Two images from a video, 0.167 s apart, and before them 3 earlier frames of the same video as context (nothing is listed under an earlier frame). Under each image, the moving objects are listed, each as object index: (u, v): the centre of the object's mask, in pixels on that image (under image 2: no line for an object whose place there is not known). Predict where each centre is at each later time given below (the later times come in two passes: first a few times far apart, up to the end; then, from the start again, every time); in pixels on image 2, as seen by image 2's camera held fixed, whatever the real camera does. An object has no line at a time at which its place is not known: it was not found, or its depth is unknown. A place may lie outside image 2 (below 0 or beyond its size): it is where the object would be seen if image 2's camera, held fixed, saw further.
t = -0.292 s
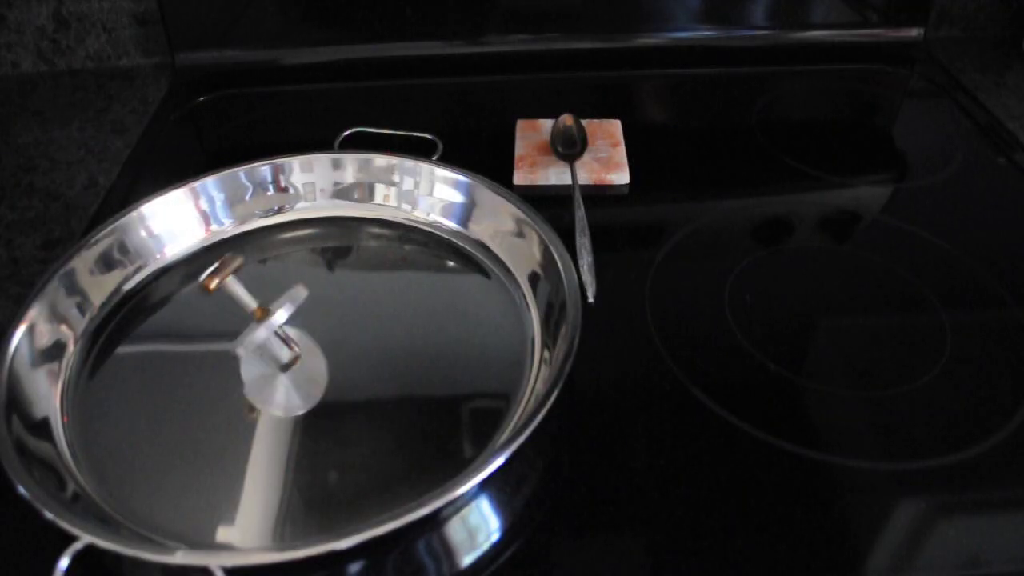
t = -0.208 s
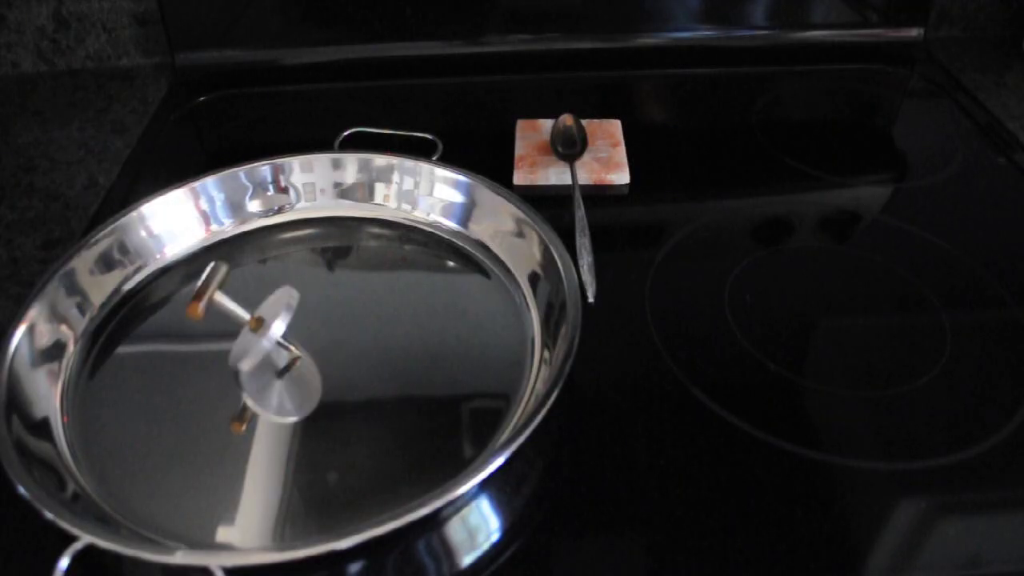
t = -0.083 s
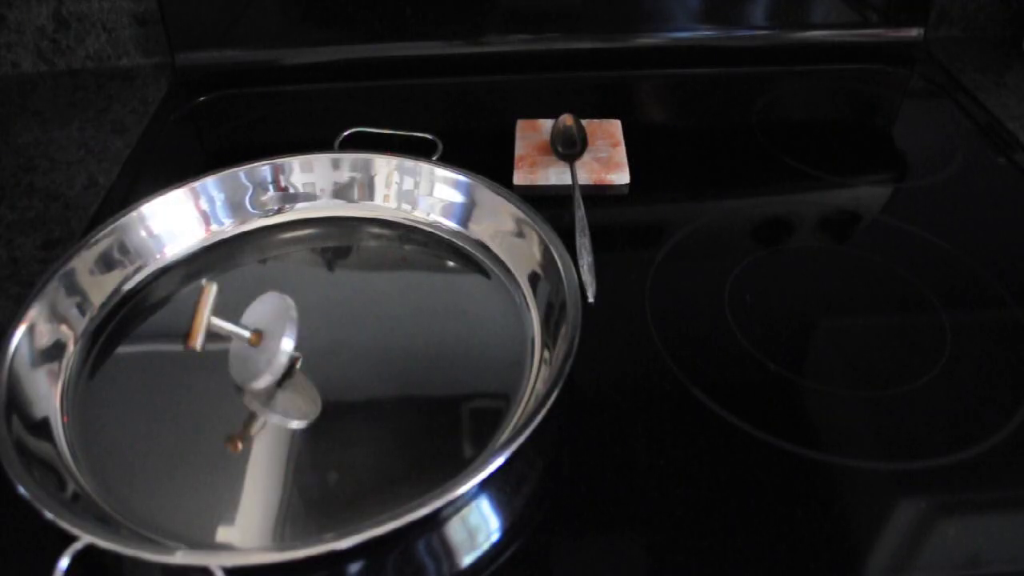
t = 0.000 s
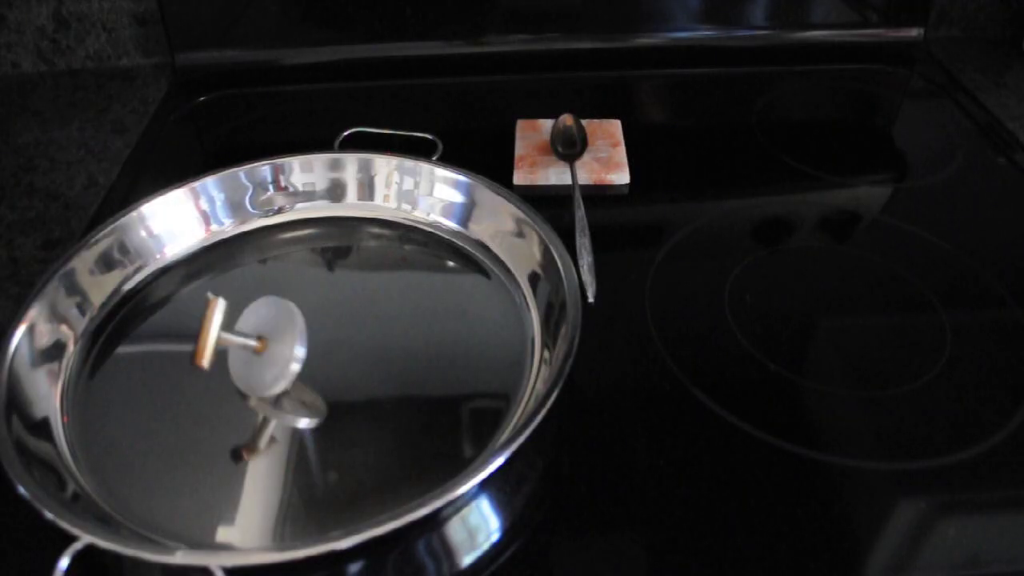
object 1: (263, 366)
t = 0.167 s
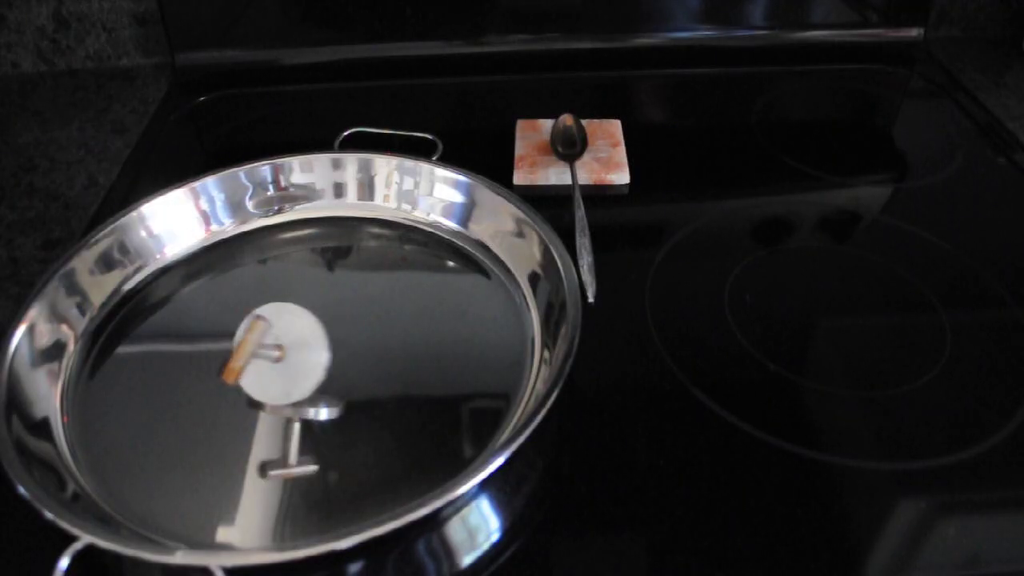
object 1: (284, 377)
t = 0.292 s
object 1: (298, 378)
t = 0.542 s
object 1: (323, 369)
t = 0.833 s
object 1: (338, 351)
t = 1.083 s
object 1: (337, 338)
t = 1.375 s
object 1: (308, 331)
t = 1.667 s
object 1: (275, 347)
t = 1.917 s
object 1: (263, 364)
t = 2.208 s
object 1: (277, 372)
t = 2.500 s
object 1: (309, 370)
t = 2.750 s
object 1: (336, 356)
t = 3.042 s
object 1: (335, 338)
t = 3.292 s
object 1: (313, 332)
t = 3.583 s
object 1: (287, 340)
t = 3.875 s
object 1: (263, 352)
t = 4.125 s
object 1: (265, 371)
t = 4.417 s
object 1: (304, 374)
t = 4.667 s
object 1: (328, 358)
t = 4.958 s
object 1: (339, 342)
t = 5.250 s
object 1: (331, 339)
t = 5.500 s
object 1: (314, 338)
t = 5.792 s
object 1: (281, 341)
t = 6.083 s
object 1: (260, 362)
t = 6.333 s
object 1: (281, 377)
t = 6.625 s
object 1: (312, 374)
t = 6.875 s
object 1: (331, 363)
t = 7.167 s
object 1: (339, 342)
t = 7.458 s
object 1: (321, 332)
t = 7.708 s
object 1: (290, 339)
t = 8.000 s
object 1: (266, 357)
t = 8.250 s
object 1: (262, 364)
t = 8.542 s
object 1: (290, 374)
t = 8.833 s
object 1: (326, 365)
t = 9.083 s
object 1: (340, 346)
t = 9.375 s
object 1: (327, 335)
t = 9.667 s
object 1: (302, 335)
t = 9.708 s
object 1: (299, 335)
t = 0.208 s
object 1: (289, 378)
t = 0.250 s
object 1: (293, 379)
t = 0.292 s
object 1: (298, 378)
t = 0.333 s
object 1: (303, 376)
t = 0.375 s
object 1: (307, 375)
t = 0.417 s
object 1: (312, 374)
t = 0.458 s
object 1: (316, 372)
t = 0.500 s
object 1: (319, 370)
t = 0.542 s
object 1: (323, 369)
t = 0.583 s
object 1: (326, 366)
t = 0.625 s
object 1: (329, 364)
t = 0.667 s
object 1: (331, 362)
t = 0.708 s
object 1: (333, 360)
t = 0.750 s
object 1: (335, 358)
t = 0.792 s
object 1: (336, 355)
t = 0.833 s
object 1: (338, 351)
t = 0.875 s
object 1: (339, 348)
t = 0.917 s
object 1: (339, 346)
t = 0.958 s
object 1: (339, 345)
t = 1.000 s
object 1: (339, 343)
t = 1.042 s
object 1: (338, 340)
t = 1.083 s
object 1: (337, 338)
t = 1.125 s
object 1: (334, 336)
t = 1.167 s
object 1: (331, 335)
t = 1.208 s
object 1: (328, 334)
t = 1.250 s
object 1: (324, 333)
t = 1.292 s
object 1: (319, 332)
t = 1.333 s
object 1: (314, 331)
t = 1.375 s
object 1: (308, 331)
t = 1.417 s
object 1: (302, 332)
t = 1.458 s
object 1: (297, 336)
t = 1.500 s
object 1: (292, 339)
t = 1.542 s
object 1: (287, 341)
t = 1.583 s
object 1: (282, 342)
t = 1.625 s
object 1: (278, 344)
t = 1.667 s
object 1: (275, 347)
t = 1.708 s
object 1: (272, 351)
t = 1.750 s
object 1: (270, 355)
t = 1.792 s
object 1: (267, 358)
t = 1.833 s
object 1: (265, 361)
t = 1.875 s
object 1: (264, 363)
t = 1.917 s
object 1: (263, 364)
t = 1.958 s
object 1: (263, 365)
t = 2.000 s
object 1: (263, 368)
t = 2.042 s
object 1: (264, 368)
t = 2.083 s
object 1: (266, 369)
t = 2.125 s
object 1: (269, 370)
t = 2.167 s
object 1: (273, 371)
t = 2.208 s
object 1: (277, 372)
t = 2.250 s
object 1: (281, 371)
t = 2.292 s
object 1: (286, 372)
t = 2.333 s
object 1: (290, 372)
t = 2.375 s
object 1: (294, 372)
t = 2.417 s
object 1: (298, 371)
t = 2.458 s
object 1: (303, 371)
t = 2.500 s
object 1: (309, 370)
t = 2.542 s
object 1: (314, 370)
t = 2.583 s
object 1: (320, 367)
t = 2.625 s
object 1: (325, 365)
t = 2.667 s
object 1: (329, 362)
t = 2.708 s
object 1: (333, 359)
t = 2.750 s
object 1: (336, 356)
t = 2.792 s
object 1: (338, 353)
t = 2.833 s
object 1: (339, 350)
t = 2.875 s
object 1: (339, 347)
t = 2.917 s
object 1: (339, 345)
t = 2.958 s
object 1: (338, 343)
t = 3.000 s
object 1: (337, 341)
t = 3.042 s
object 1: (335, 338)
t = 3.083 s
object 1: (331, 337)
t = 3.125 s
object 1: (328, 335)
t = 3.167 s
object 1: (324, 335)
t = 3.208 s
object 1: (321, 334)
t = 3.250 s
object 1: (317, 334)
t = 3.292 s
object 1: (313, 332)
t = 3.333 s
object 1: (309, 333)
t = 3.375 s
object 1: (305, 333)
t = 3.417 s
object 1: (301, 334)
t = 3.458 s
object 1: (297, 335)
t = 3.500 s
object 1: (294, 337)
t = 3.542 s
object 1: (290, 339)
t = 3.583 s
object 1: (287, 340)
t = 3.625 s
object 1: (283, 341)
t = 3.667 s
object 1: (279, 342)
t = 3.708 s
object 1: (276, 344)
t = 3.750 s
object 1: (272, 345)
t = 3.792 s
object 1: (269, 348)
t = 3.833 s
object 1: (266, 350)
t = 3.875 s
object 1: (263, 352)
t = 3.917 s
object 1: (261, 356)
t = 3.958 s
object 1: (261, 360)
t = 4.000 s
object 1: (261, 364)
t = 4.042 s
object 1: (261, 367)
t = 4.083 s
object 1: (263, 370)
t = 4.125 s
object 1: (265, 371)
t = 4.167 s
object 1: (269, 372)
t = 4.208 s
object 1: (274, 375)
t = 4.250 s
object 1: (280, 375)
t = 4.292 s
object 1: (286, 377)
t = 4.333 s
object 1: (292, 377)
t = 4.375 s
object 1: (298, 375)
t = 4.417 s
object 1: (304, 374)
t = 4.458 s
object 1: (309, 372)
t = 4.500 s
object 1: (315, 369)
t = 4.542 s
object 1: (319, 367)
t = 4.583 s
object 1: (322, 364)
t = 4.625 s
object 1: (325, 361)
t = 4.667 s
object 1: (328, 358)
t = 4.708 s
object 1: (331, 354)
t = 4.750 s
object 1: (334, 351)
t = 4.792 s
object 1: (336, 349)
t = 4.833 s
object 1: (338, 346)
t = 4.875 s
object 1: (339, 345)
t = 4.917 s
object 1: (340, 343)
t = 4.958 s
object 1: (339, 342)
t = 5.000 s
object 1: (339, 342)
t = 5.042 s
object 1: (338, 341)
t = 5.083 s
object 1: (337, 340)
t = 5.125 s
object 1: (336, 340)
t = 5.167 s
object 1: (334, 340)
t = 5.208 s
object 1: (333, 340)
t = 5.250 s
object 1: (331, 339)
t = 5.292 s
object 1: (328, 339)
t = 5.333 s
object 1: (326, 339)
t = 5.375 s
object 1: (323, 339)
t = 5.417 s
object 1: (320, 340)
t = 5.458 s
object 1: (317, 339)
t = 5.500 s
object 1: (314, 338)
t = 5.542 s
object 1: (311, 338)
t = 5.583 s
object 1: (306, 337)
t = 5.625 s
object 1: (301, 336)
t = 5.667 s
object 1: (297, 337)
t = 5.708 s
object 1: (292, 339)
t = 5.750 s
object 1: (287, 341)
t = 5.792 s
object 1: (281, 341)
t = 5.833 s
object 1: (277, 344)
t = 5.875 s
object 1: (271, 346)
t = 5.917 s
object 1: (267, 349)
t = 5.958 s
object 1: (263, 353)
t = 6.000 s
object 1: (260, 356)
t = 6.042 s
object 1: (260, 358)
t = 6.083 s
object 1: (260, 362)
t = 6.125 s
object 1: (261, 366)
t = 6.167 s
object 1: (262, 368)
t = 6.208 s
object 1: (265, 368)
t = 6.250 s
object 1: (270, 373)
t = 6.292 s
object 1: (275, 375)
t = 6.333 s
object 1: (281, 377)
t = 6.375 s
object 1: (286, 378)
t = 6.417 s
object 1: (290, 378)
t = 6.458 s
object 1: (295, 379)
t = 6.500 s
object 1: (299, 378)
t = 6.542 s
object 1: (303, 377)
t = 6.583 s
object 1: (308, 376)
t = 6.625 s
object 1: (312, 374)
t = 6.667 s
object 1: (315, 373)
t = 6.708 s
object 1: (319, 371)
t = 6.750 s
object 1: (322, 369)
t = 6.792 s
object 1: (325, 367)
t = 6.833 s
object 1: (328, 365)
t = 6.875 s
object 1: (331, 363)
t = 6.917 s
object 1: (333, 361)
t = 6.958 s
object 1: (335, 357)
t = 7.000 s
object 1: (336, 353)
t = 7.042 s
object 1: (337, 349)
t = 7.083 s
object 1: (338, 346)
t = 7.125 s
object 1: (339, 343)
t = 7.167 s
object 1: (339, 342)
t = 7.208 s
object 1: (338, 340)
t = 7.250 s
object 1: (337, 338)
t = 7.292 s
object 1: (335, 337)
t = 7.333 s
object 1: (333, 336)
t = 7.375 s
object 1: (330, 335)
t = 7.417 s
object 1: (325, 334)
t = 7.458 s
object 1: (321, 332)
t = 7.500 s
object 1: (316, 332)
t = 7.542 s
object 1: (310, 332)
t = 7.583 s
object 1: (305, 336)
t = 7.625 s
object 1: (300, 337)
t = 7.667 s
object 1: (295, 337)
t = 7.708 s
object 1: (290, 339)
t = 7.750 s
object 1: (286, 342)
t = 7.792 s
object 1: (282, 346)
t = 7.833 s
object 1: (279, 349)
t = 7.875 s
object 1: (276, 351)
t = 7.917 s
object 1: (272, 353)
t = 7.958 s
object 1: (269, 355)
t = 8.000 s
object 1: (266, 357)
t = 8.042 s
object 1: (264, 359)
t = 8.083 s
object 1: (262, 360)
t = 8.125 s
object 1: (261, 362)
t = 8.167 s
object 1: (261, 363)
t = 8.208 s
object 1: (262, 365)
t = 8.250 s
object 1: (262, 364)
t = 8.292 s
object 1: (264, 366)
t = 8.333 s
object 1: (267, 367)
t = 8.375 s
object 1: (271, 369)
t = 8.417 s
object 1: (276, 370)
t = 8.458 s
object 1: (281, 371)
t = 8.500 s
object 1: (285, 373)
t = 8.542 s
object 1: (290, 374)
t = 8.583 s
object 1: (294, 375)
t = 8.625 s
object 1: (299, 375)
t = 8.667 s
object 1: (304, 374)
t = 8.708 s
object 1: (310, 373)
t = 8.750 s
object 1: (316, 371)
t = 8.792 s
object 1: (322, 368)
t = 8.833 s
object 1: (326, 365)
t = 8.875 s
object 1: (331, 362)
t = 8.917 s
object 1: (334, 359)
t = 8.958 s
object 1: (336, 356)
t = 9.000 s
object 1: (338, 352)
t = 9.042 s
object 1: (340, 349)
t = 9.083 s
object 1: (340, 346)
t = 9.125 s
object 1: (339, 344)
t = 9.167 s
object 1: (339, 342)
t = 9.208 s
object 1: (337, 342)
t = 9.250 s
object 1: (335, 339)
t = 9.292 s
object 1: (333, 337)
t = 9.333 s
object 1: (330, 336)
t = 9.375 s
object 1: (327, 335)
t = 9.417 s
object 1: (323, 334)
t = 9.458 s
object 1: (320, 333)
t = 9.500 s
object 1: (317, 332)
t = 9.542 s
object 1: (313, 332)
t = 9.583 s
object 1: (309, 334)
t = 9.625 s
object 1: (306, 334)
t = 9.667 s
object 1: (302, 335)
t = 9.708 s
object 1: (299, 335)
